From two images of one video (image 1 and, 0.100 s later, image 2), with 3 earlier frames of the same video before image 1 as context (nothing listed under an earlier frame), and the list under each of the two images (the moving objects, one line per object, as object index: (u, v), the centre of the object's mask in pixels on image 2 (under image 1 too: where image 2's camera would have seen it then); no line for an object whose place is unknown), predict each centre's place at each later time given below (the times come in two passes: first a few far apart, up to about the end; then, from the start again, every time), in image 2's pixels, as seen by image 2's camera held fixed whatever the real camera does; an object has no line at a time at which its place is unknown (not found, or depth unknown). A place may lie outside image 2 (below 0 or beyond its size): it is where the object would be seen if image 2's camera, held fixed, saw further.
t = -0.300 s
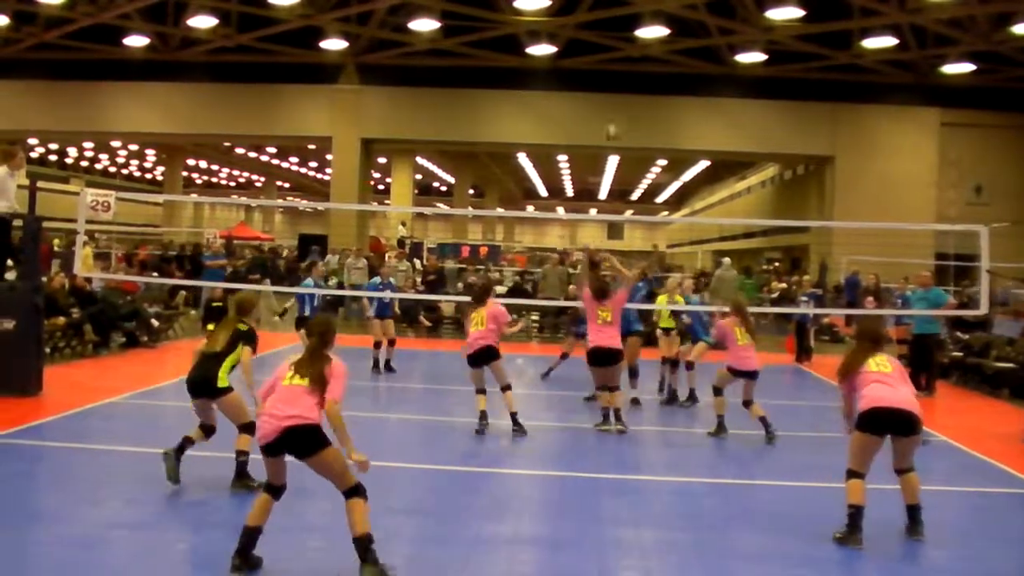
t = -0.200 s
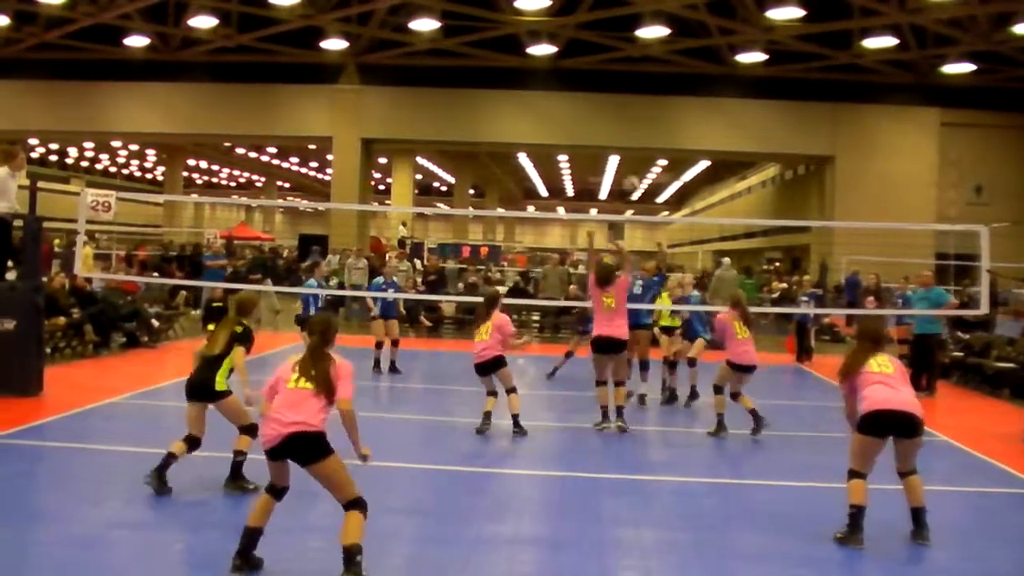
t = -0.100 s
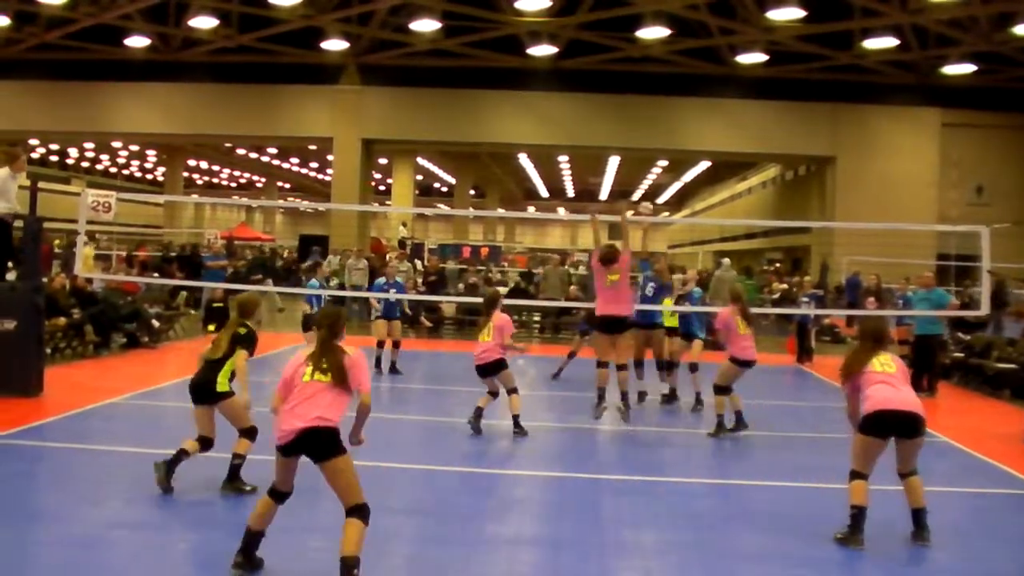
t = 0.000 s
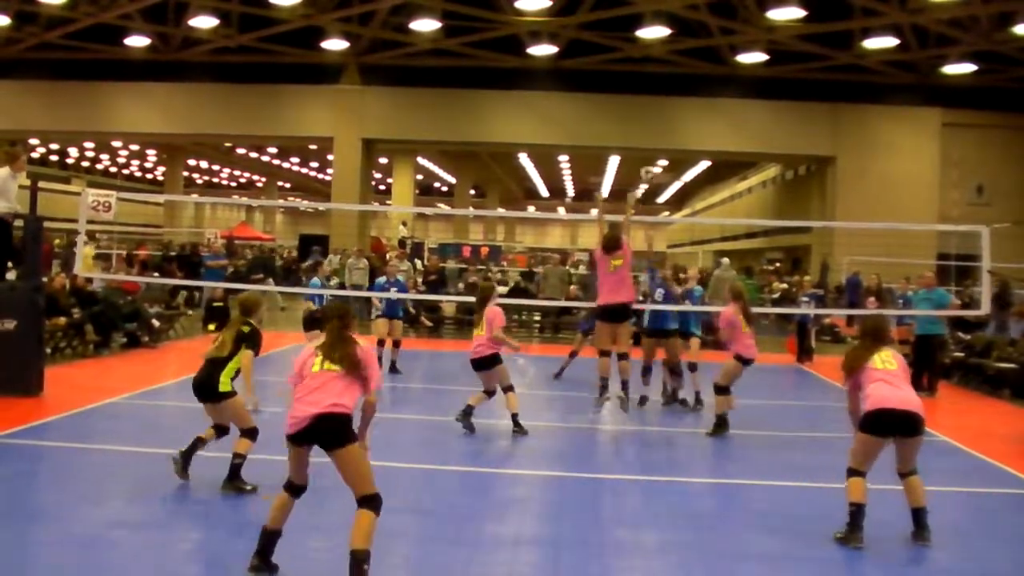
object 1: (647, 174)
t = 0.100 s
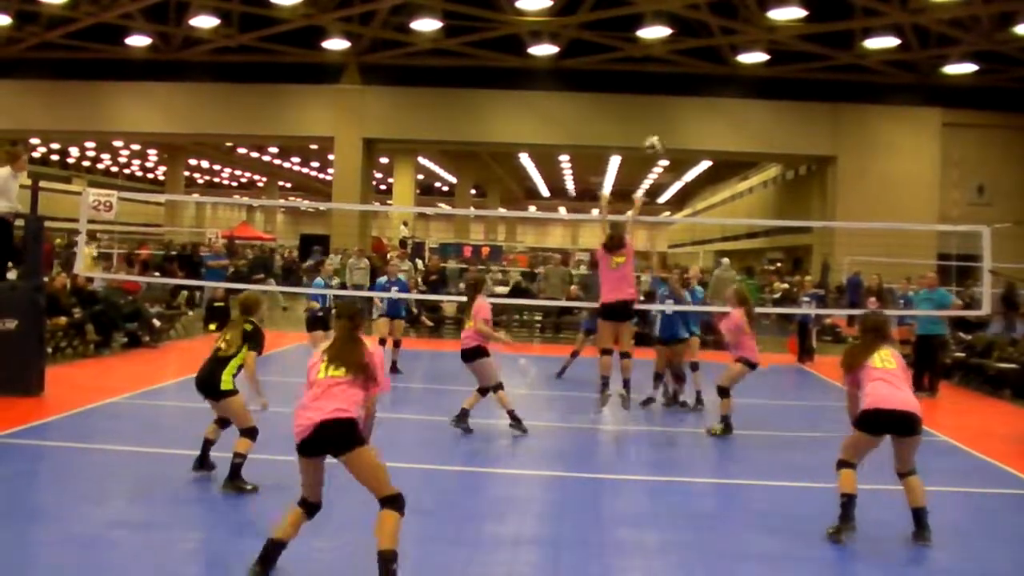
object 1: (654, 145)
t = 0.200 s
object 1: (659, 123)
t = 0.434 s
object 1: (678, 117)
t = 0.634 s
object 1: (704, 199)
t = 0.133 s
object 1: (655, 137)
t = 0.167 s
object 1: (657, 129)
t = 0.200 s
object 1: (659, 123)
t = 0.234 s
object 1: (659, 120)
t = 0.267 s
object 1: (664, 115)
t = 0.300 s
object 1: (667, 113)
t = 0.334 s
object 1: (669, 111)
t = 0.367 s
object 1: (671, 112)
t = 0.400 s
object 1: (677, 113)
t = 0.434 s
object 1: (678, 117)
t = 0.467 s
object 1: (683, 124)
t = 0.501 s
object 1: (685, 132)
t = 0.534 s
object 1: (690, 143)
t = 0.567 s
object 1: (695, 158)
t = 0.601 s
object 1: (700, 176)
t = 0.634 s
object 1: (704, 199)
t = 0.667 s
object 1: (707, 227)
